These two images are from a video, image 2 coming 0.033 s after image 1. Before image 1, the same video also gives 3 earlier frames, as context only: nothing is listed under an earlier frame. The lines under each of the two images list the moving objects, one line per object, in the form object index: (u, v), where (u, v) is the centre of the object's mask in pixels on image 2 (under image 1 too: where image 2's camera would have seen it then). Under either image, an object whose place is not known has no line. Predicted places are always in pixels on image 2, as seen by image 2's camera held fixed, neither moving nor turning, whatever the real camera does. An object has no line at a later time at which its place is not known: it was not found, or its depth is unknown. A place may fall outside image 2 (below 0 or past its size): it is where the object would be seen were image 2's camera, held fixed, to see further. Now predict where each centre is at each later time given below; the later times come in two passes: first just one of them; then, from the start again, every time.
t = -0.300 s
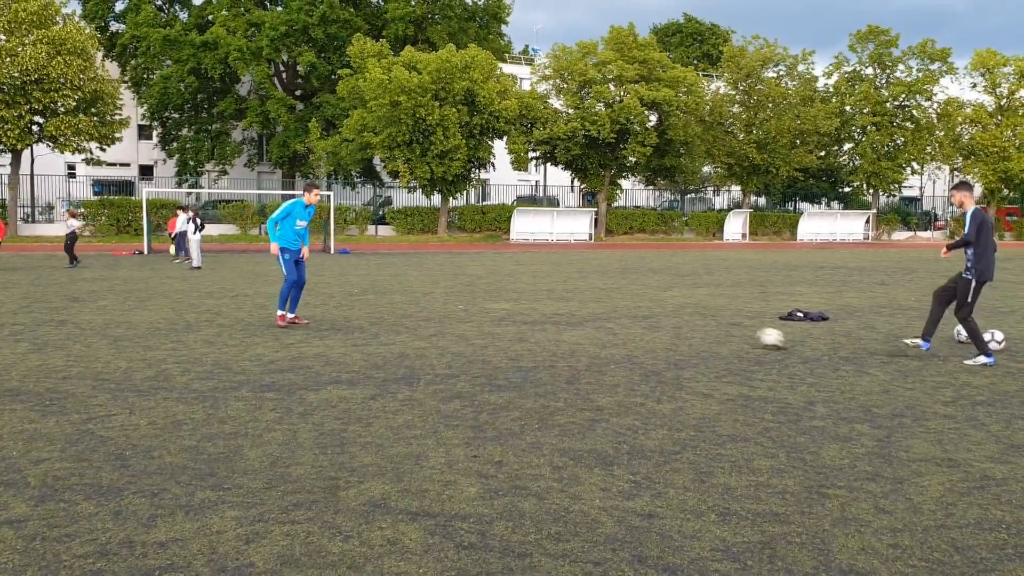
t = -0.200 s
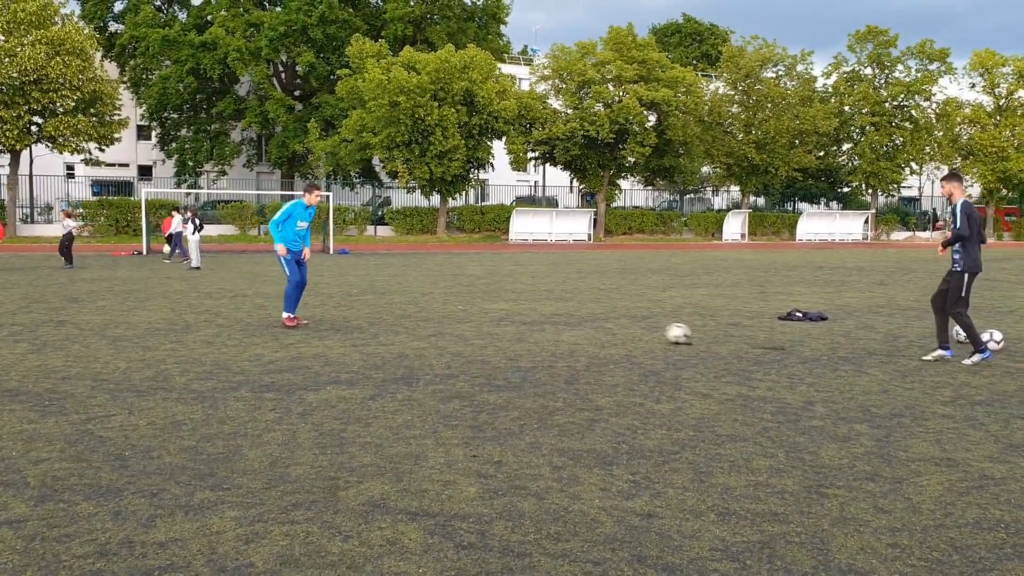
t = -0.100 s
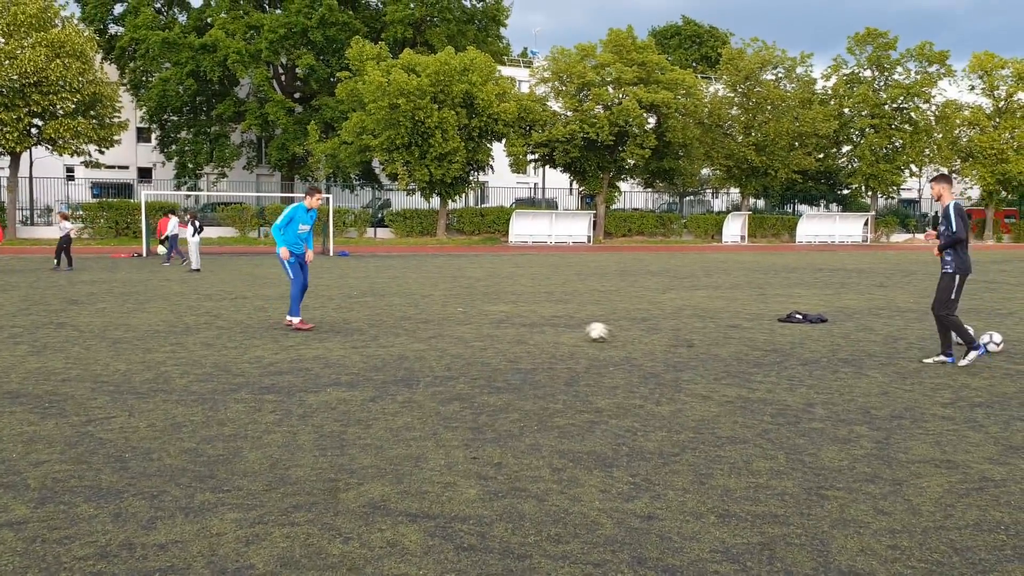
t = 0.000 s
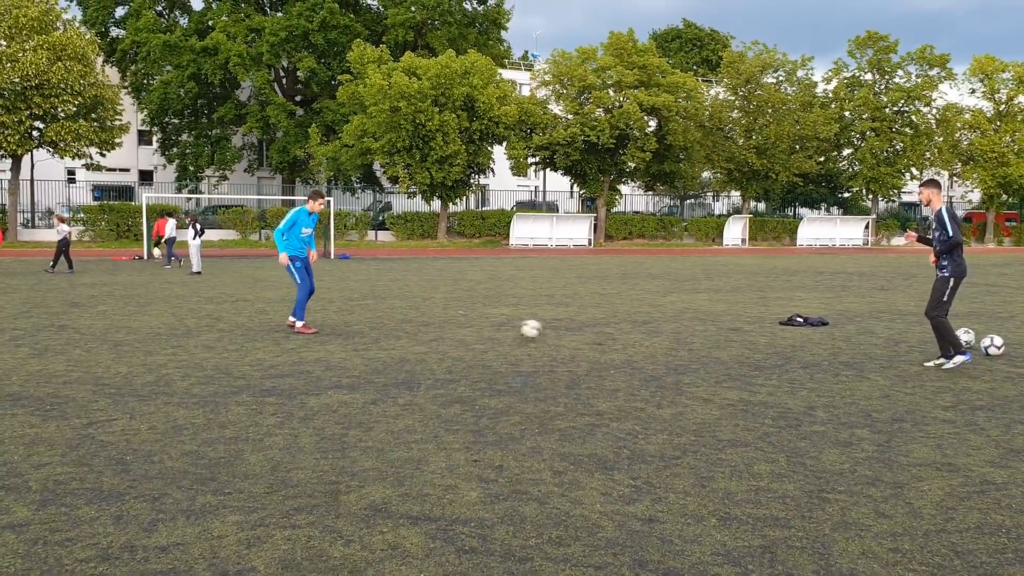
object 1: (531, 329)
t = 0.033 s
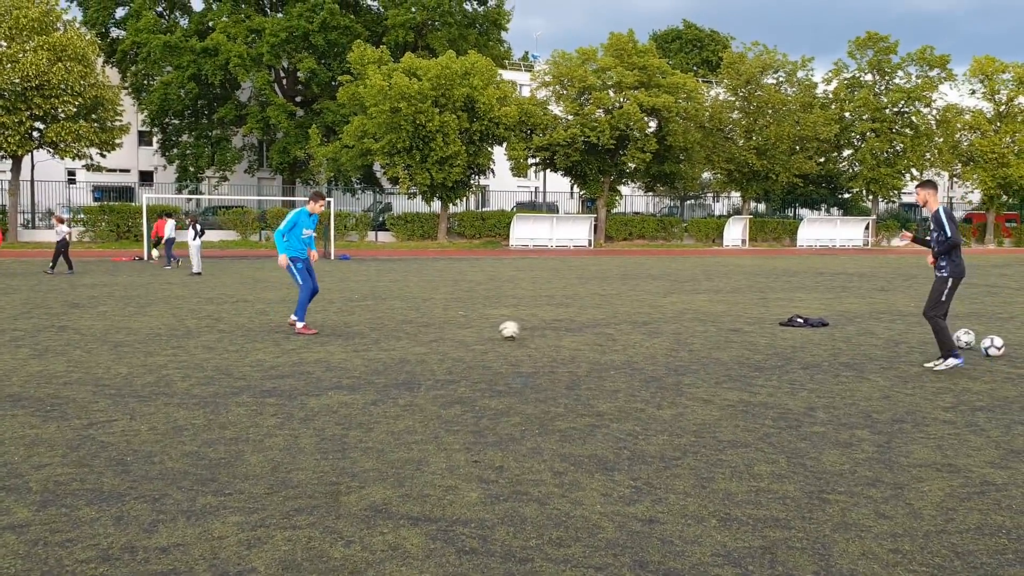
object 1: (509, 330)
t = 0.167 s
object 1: (435, 324)
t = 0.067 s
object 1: (491, 330)
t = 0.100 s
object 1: (471, 326)
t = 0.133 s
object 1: (453, 324)
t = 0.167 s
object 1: (435, 324)
